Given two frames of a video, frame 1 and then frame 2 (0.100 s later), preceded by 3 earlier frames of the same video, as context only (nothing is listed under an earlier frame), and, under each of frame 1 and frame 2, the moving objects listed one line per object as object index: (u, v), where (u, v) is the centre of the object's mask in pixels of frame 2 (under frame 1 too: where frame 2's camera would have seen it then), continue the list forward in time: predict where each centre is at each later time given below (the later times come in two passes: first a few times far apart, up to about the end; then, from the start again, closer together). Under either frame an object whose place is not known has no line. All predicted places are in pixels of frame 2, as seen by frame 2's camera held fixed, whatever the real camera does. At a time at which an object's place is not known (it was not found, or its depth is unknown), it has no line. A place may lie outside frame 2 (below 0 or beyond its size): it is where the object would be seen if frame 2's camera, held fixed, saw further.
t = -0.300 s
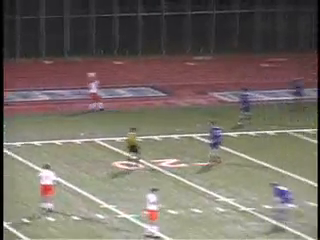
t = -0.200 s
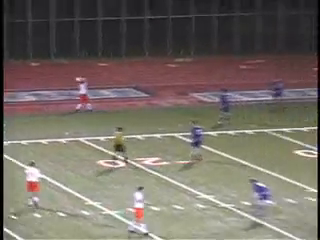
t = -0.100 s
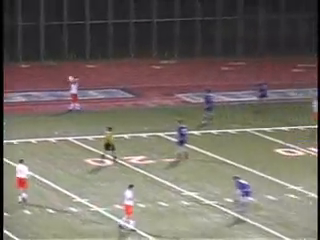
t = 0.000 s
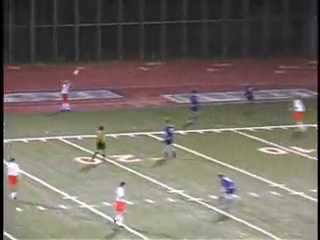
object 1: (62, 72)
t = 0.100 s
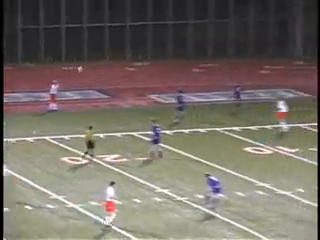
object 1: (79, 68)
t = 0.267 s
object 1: (110, 65)
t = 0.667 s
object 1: (178, 86)
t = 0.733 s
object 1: (189, 92)
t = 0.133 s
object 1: (86, 67)
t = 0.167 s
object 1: (92, 66)
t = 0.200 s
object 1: (98, 66)
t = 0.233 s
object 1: (103, 64)
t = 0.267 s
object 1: (110, 65)
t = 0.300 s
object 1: (116, 66)
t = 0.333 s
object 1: (123, 66)
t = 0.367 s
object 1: (129, 67)
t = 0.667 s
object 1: (178, 86)
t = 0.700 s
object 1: (183, 89)
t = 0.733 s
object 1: (189, 92)
